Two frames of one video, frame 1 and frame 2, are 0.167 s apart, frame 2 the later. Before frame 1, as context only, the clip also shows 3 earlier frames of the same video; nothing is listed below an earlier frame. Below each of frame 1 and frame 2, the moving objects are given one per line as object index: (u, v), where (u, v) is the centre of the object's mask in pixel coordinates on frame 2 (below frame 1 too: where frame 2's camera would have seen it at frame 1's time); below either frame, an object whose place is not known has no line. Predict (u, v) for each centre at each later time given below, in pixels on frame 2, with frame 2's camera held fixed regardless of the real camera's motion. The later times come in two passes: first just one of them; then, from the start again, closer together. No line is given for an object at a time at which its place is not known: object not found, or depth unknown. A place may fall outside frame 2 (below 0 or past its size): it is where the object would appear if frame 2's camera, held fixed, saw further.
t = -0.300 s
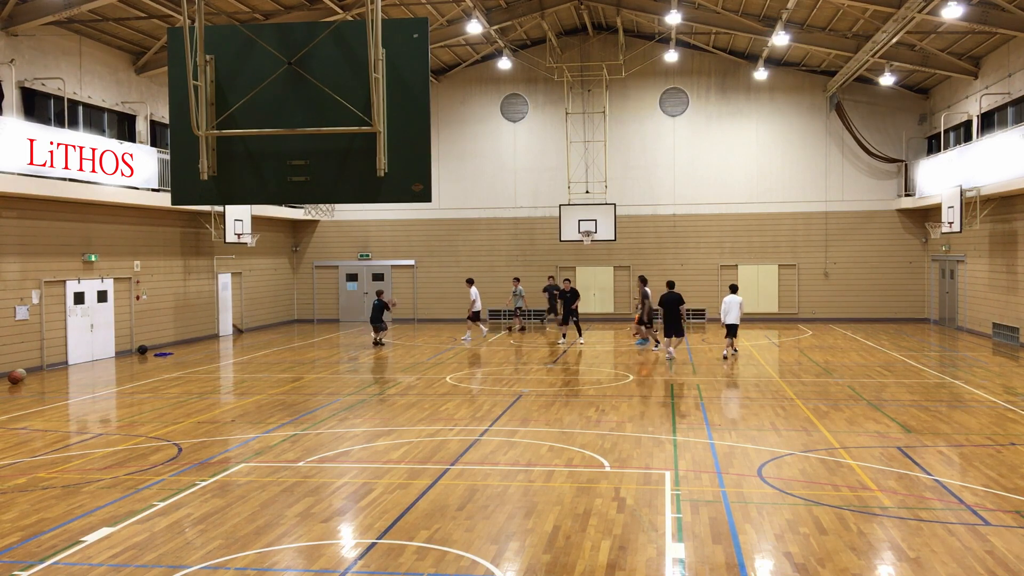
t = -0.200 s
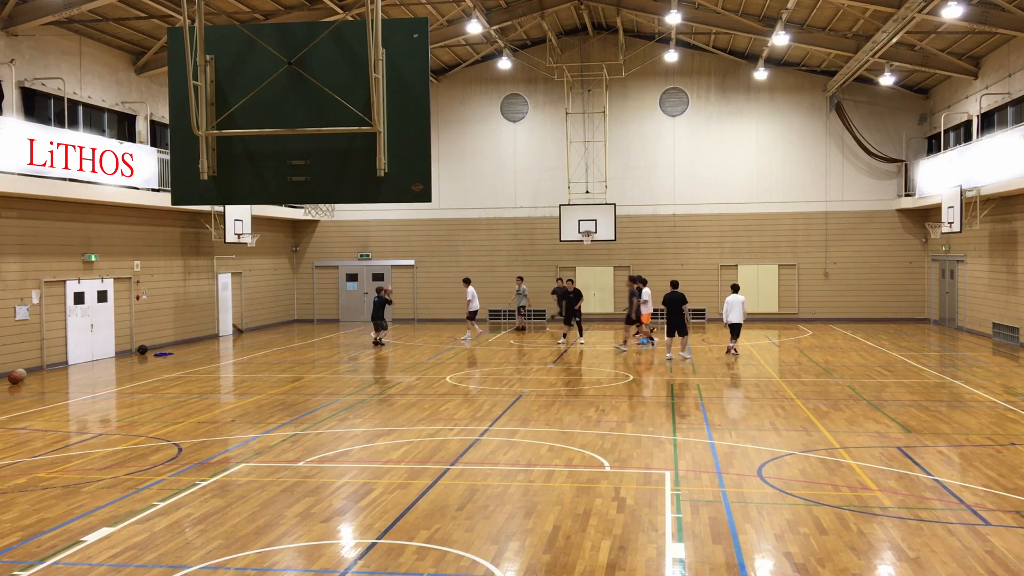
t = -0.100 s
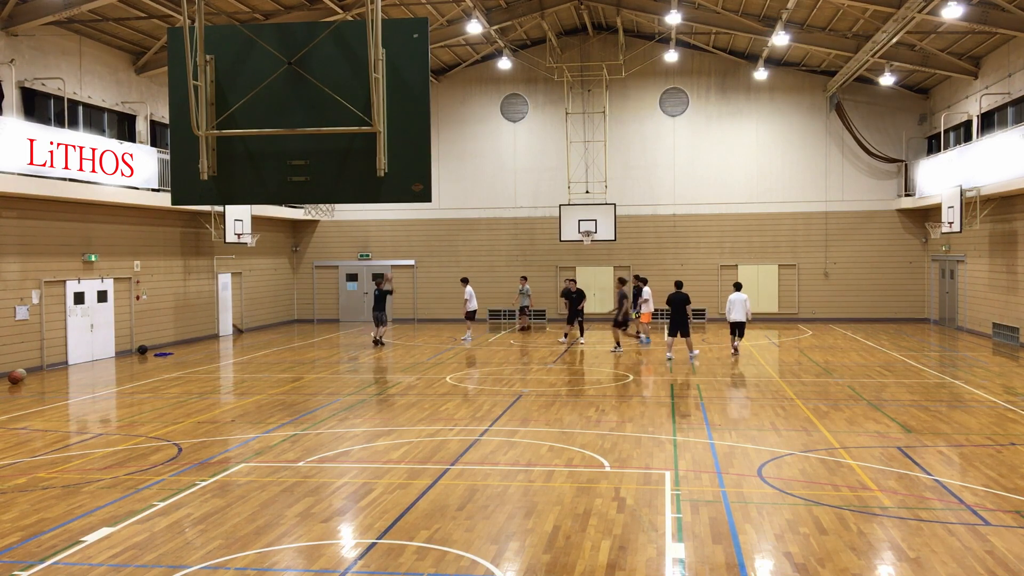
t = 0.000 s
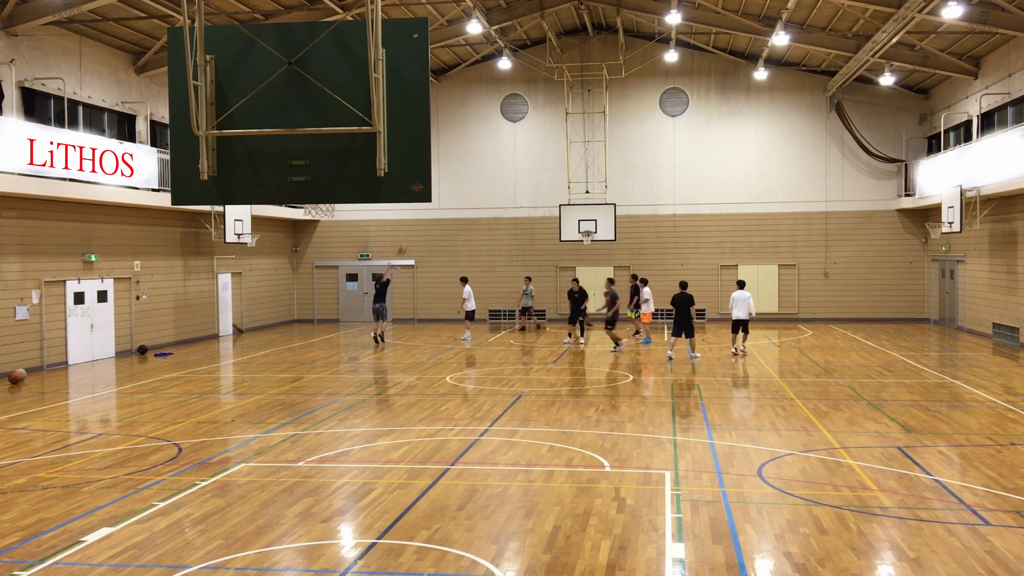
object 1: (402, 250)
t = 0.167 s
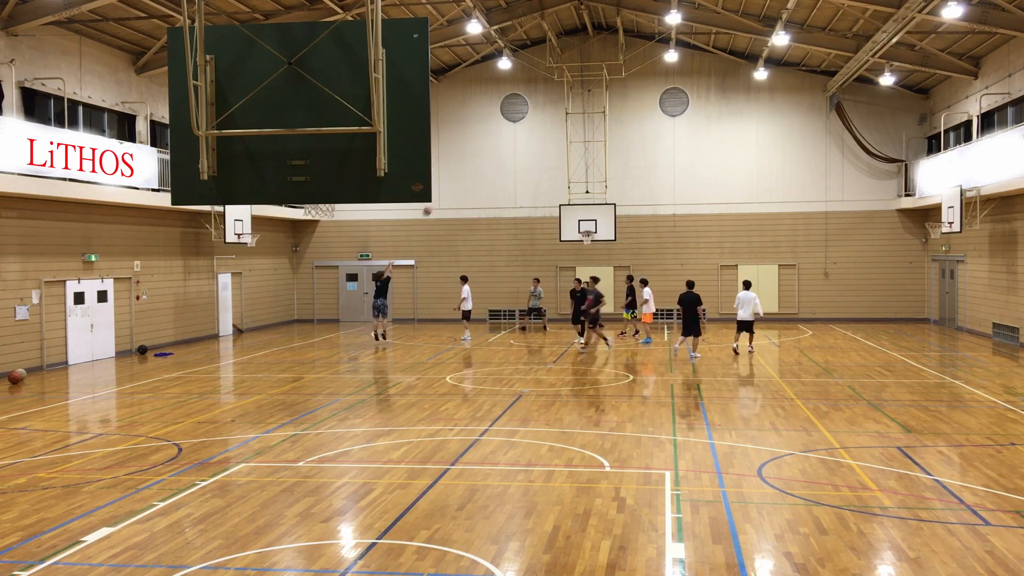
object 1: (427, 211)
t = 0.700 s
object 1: (500, 157)
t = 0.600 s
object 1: (487, 160)
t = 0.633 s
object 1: (491, 158)
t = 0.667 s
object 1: (496, 158)
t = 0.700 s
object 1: (500, 157)
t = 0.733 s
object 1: (504, 157)
